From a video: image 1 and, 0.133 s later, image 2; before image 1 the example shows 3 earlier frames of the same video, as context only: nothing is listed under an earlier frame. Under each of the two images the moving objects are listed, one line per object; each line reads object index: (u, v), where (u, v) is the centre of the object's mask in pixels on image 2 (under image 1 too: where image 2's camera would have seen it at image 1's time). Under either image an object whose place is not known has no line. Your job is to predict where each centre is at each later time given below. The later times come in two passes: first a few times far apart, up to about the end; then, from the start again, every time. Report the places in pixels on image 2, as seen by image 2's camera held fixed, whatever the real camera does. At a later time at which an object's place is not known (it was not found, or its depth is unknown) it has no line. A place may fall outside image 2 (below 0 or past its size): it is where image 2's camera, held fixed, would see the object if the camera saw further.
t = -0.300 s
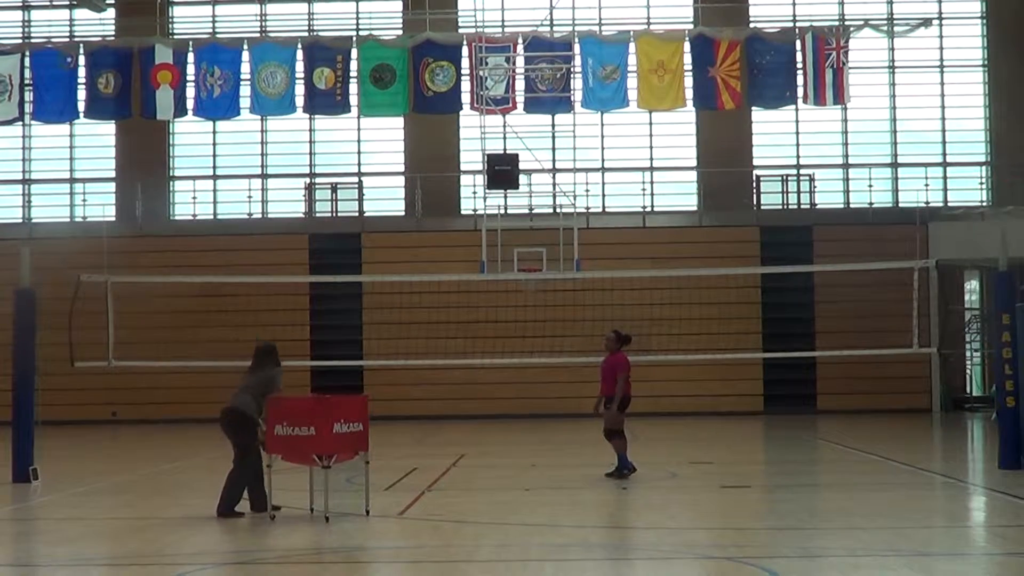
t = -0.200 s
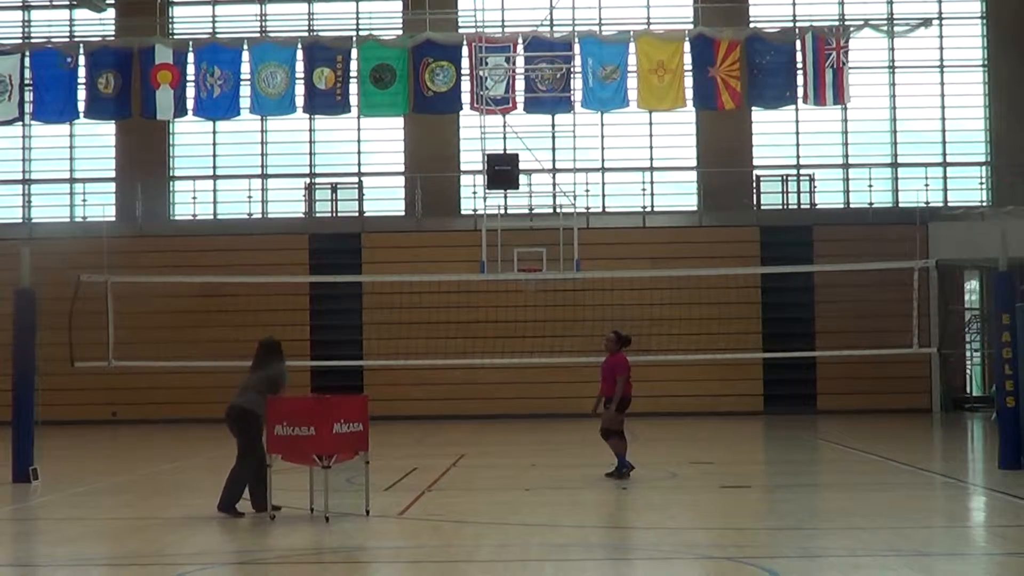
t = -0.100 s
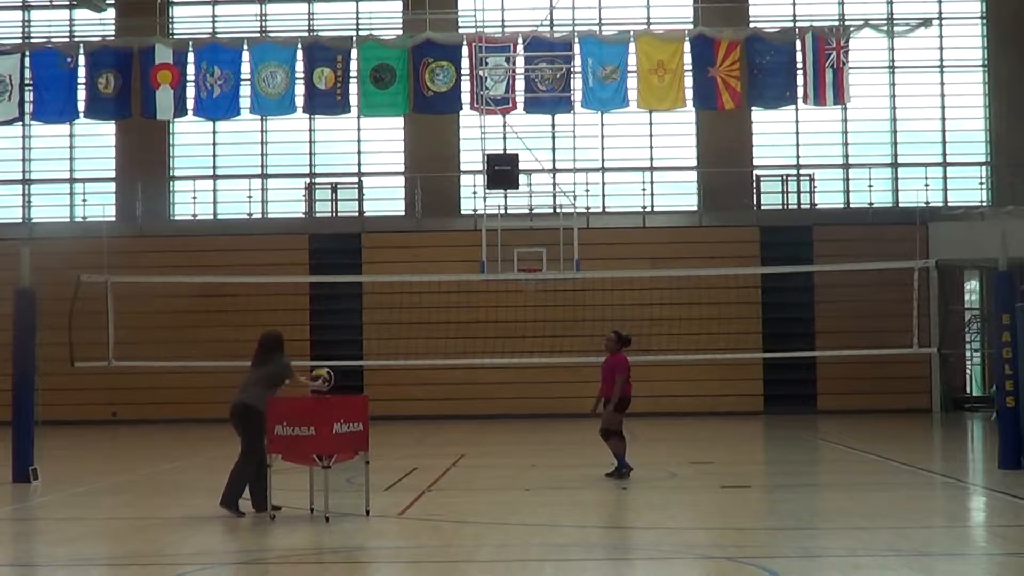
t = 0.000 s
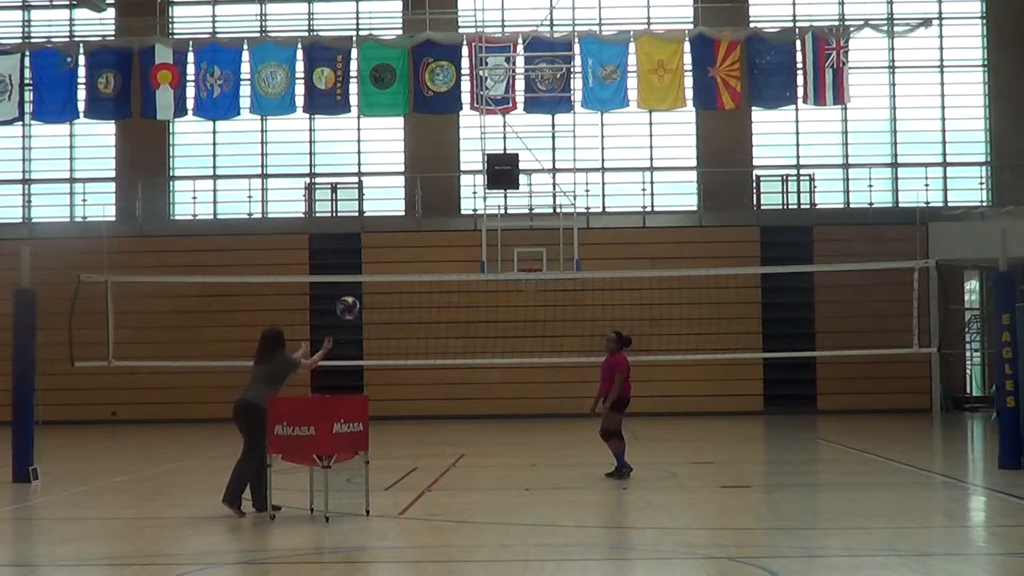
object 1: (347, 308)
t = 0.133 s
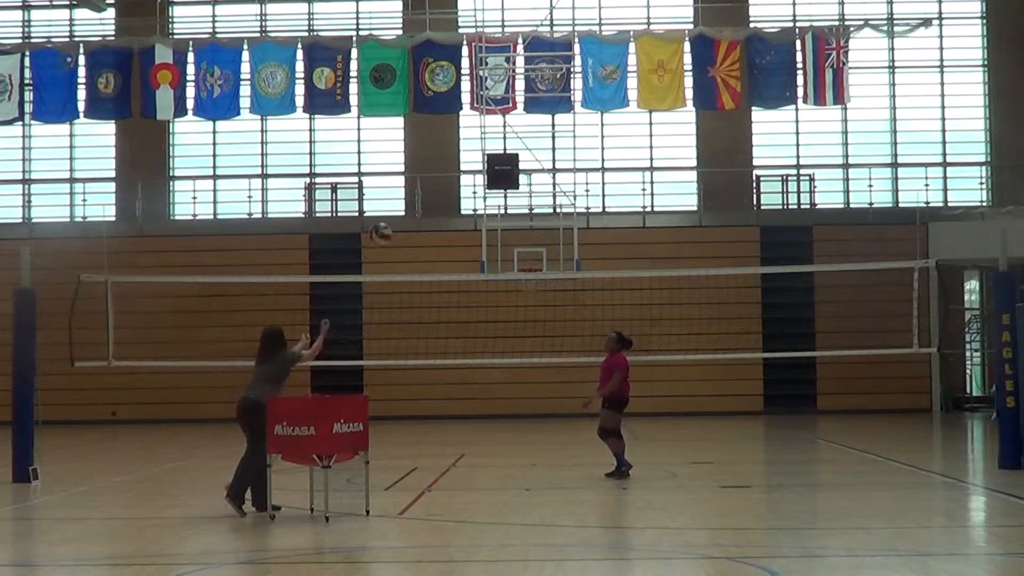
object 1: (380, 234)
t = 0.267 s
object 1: (410, 183)
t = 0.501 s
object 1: (456, 141)
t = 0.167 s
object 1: (388, 219)
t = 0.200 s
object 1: (396, 206)
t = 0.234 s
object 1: (404, 193)
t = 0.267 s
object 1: (410, 183)
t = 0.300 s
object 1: (417, 172)
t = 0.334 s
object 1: (423, 164)
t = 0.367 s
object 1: (430, 157)
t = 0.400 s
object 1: (436, 151)
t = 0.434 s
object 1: (443, 146)
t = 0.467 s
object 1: (450, 143)
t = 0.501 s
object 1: (456, 141)
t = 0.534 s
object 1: (463, 140)
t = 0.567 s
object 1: (470, 140)
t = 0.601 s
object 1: (476, 141)
